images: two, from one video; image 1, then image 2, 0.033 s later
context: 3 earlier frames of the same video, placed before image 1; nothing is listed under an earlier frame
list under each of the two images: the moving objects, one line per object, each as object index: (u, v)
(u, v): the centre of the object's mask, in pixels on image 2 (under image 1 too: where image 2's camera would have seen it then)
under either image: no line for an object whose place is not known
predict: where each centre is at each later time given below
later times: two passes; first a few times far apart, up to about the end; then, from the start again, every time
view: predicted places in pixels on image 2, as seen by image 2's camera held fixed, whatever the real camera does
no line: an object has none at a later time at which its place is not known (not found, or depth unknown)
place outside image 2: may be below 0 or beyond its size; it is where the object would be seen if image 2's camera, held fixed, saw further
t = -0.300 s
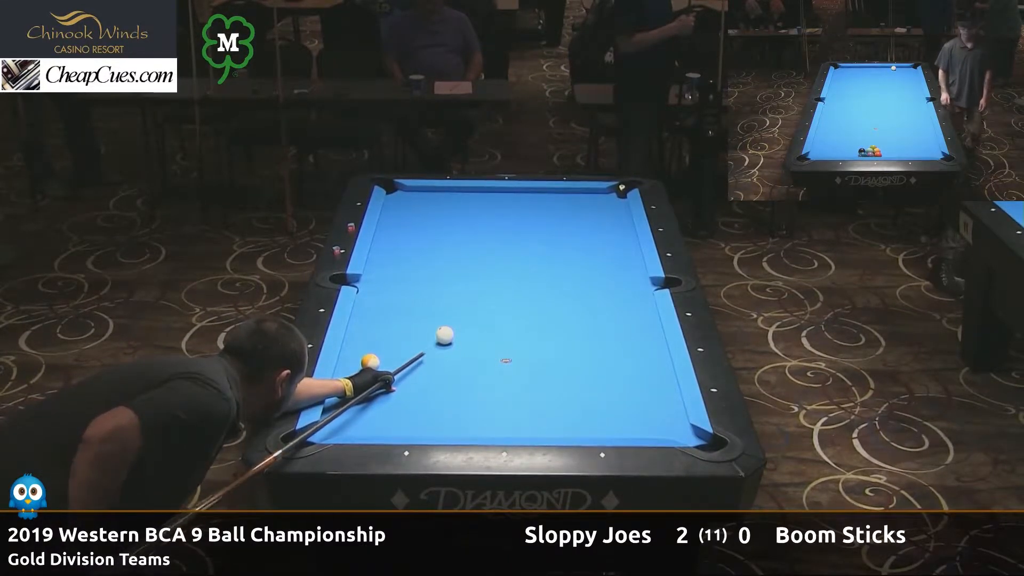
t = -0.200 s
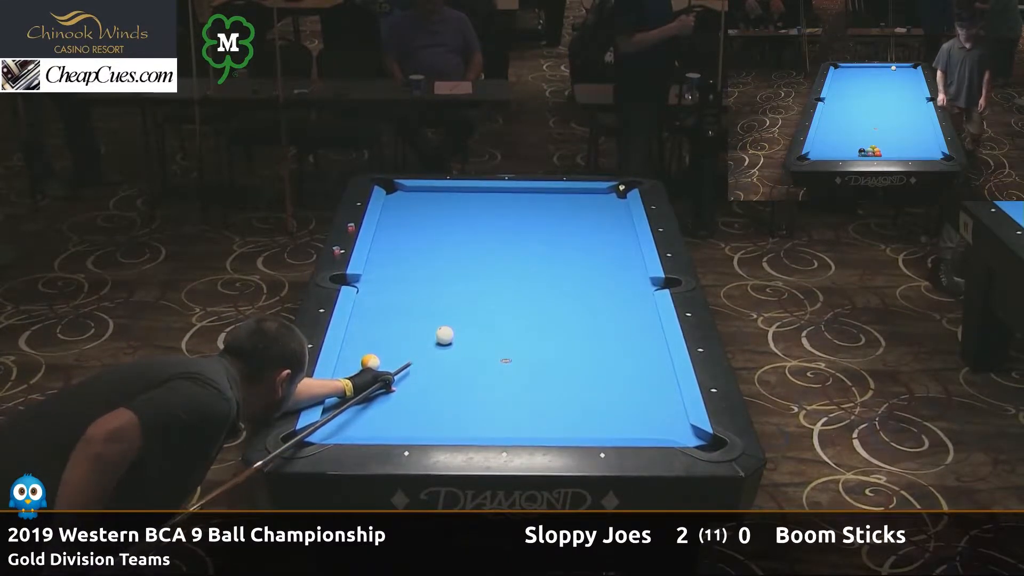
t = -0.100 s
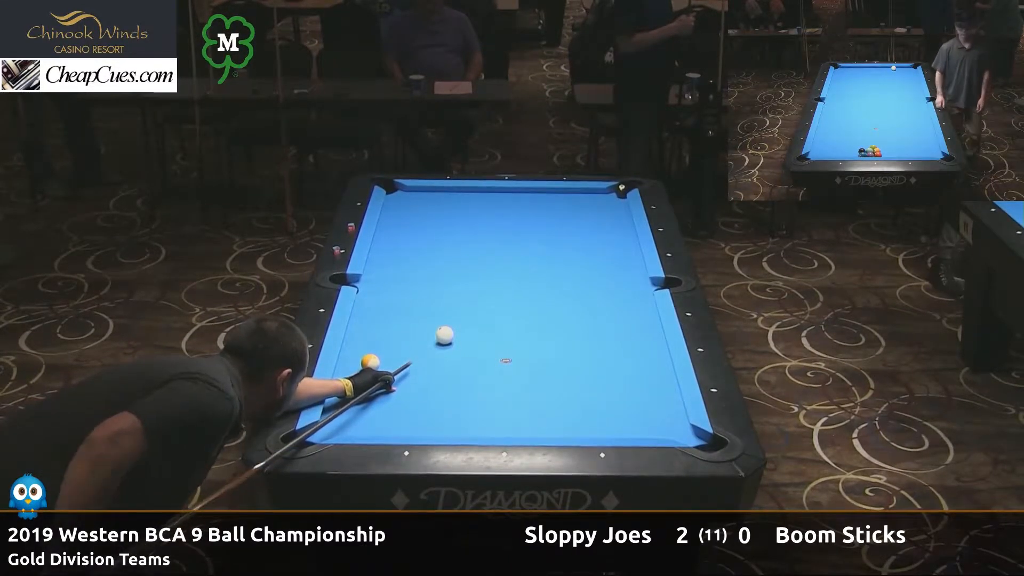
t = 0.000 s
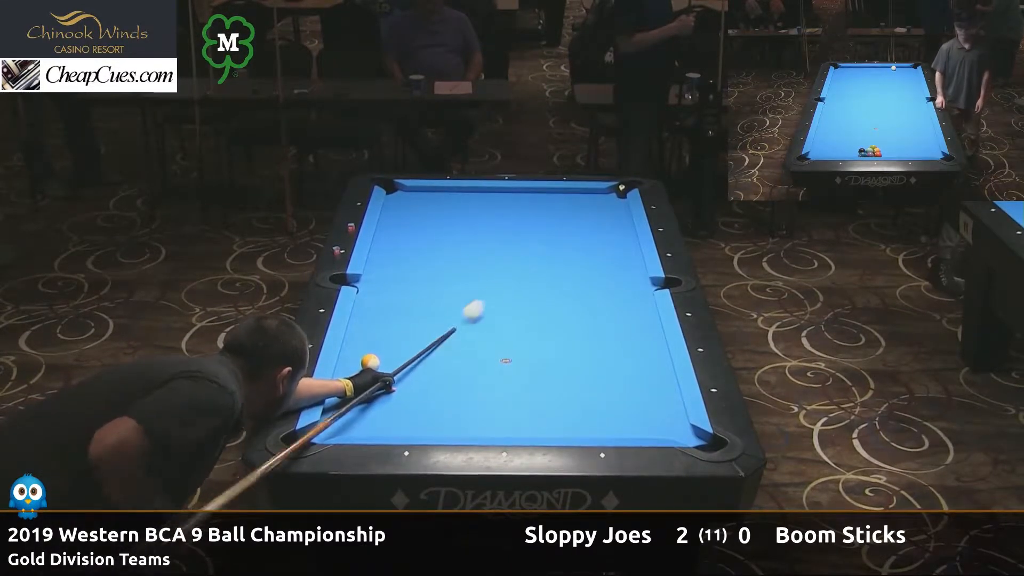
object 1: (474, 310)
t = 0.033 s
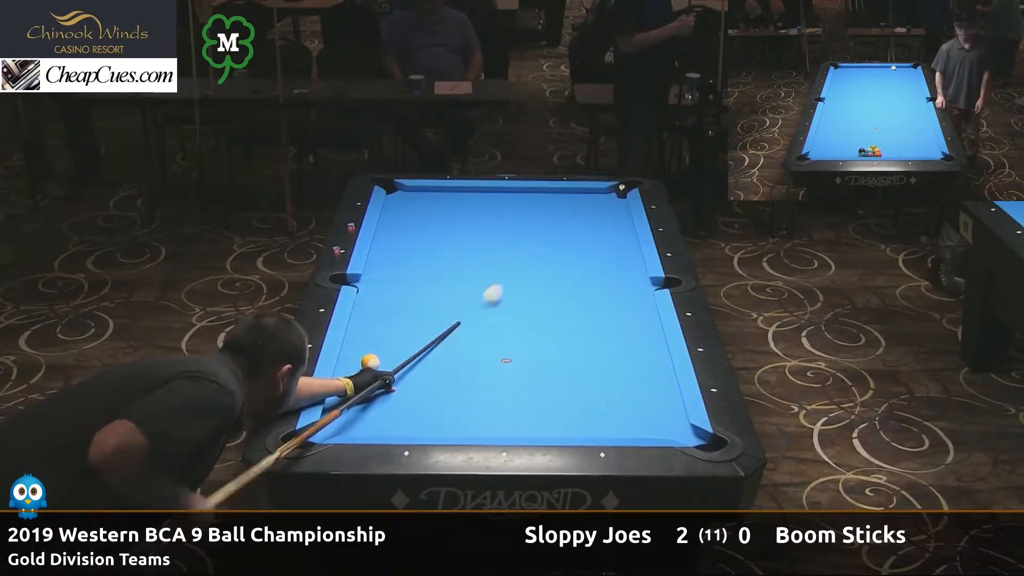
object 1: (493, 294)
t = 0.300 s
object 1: (602, 204)
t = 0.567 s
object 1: (580, 195)
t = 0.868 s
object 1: (536, 201)
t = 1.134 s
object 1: (496, 206)
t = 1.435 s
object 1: (452, 212)
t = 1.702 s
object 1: (414, 217)
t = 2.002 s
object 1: (391, 224)
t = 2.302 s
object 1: (415, 231)
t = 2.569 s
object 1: (435, 238)
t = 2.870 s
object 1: (458, 244)
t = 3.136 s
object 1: (477, 251)
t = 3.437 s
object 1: (497, 258)
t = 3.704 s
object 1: (515, 264)
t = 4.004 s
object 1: (533, 269)
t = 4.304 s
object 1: (550, 275)
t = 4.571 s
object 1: (565, 279)
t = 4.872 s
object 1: (580, 284)
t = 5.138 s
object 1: (592, 288)
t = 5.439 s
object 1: (604, 291)
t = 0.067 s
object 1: (510, 280)
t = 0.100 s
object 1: (527, 267)
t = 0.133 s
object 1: (541, 255)
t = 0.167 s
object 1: (556, 243)
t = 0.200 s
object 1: (568, 232)
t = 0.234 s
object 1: (580, 222)
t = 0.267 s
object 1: (591, 213)
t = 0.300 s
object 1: (602, 204)
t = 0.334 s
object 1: (612, 196)
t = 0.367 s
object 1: (610, 193)
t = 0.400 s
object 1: (605, 192)
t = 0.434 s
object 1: (600, 192)
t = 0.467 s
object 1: (595, 193)
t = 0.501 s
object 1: (590, 193)
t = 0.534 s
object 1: (585, 194)
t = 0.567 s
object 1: (580, 195)
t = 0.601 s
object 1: (575, 195)
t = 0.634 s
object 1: (570, 196)
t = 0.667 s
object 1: (565, 197)
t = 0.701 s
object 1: (560, 197)
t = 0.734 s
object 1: (555, 198)
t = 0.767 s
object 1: (551, 199)
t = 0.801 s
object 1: (546, 200)
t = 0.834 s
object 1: (541, 200)
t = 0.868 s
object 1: (536, 201)
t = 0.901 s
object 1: (530, 201)
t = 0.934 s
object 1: (526, 202)
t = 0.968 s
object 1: (521, 203)
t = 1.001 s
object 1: (516, 204)
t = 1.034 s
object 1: (511, 204)
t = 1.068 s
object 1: (506, 205)
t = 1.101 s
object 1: (501, 205)
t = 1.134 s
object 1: (496, 206)
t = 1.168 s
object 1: (491, 207)
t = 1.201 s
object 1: (486, 208)
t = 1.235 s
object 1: (482, 208)
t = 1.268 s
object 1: (477, 209)
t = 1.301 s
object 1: (472, 209)
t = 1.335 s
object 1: (467, 210)
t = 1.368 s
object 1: (462, 211)
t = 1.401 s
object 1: (457, 212)
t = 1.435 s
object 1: (452, 212)
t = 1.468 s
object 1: (448, 213)
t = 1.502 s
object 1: (443, 213)
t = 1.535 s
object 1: (438, 214)
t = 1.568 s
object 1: (433, 215)
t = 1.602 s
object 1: (428, 216)
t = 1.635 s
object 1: (423, 216)
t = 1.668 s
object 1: (419, 217)
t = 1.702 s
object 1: (414, 217)
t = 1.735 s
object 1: (409, 218)
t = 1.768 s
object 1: (404, 219)
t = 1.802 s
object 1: (400, 219)
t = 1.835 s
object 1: (395, 220)
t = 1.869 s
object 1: (390, 221)
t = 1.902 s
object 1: (385, 221)
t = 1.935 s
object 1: (386, 222)
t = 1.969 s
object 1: (389, 223)
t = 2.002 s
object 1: (391, 224)
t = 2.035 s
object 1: (394, 225)
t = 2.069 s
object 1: (397, 226)
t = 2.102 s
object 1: (399, 226)
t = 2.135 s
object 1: (402, 227)
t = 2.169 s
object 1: (405, 228)
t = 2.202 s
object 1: (407, 229)
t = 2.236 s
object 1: (410, 230)
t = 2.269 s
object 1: (413, 231)
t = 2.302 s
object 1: (415, 231)
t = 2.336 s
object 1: (418, 232)
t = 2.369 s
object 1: (420, 233)
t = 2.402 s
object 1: (423, 234)
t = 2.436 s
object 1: (425, 234)
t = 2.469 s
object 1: (428, 235)
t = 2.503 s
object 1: (430, 236)
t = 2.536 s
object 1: (433, 237)
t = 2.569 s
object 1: (435, 238)
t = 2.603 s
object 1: (438, 239)
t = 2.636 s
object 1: (441, 239)
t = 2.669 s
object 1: (443, 240)
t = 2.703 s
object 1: (445, 241)
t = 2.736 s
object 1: (448, 242)
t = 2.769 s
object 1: (450, 243)
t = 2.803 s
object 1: (453, 243)
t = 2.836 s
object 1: (455, 244)
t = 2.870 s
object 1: (458, 244)
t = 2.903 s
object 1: (460, 245)
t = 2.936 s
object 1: (463, 246)
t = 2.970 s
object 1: (465, 247)
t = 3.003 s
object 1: (468, 248)
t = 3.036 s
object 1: (470, 248)
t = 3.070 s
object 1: (472, 249)
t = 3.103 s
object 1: (475, 250)
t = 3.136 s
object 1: (477, 251)
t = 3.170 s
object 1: (479, 252)
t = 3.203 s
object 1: (482, 253)
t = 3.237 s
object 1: (484, 253)
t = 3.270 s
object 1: (486, 254)
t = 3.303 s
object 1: (488, 255)
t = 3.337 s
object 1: (491, 256)
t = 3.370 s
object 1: (493, 256)
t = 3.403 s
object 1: (495, 257)
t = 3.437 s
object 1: (497, 258)
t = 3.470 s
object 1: (499, 258)
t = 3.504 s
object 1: (502, 259)
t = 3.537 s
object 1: (504, 260)
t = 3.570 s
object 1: (506, 261)
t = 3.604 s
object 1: (508, 261)
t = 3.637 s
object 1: (510, 262)
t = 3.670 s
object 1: (512, 263)
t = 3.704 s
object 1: (515, 264)
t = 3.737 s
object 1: (517, 264)
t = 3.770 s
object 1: (519, 265)
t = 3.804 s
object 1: (521, 265)
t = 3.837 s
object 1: (523, 266)
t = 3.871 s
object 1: (525, 267)
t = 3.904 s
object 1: (527, 268)
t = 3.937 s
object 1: (529, 268)
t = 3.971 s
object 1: (531, 269)
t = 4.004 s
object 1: (533, 269)
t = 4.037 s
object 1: (535, 270)
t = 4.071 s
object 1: (537, 271)
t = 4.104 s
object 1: (539, 271)
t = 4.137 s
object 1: (541, 272)
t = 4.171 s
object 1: (543, 273)
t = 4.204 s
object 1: (545, 273)
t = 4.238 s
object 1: (546, 274)
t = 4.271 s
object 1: (548, 274)
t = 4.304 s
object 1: (550, 275)
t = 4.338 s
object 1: (552, 275)
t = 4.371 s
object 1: (554, 276)
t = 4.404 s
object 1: (556, 277)
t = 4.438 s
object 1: (557, 277)
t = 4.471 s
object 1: (559, 278)
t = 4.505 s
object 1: (561, 278)
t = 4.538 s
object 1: (563, 279)
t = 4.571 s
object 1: (565, 279)
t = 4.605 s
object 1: (566, 280)
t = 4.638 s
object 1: (568, 280)
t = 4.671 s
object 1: (570, 281)
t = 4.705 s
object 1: (572, 282)
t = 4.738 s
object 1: (573, 282)
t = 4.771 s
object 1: (575, 283)
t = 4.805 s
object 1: (576, 283)
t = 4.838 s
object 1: (578, 284)
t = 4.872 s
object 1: (580, 284)
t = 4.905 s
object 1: (581, 285)
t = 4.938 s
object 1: (583, 285)
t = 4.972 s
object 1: (585, 286)
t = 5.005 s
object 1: (586, 286)
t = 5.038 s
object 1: (588, 286)
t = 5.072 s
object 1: (589, 287)
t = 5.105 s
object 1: (590, 287)
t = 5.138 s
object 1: (592, 288)
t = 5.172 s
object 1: (593, 288)
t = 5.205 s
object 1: (595, 289)
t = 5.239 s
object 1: (596, 289)
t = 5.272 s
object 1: (598, 290)
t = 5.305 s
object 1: (599, 290)
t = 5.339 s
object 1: (600, 291)
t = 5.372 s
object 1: (602, 291)
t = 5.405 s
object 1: (603, 291)
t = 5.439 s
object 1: (604, 291)
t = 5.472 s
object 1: (605, 292)
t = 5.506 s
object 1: (606, 293)
